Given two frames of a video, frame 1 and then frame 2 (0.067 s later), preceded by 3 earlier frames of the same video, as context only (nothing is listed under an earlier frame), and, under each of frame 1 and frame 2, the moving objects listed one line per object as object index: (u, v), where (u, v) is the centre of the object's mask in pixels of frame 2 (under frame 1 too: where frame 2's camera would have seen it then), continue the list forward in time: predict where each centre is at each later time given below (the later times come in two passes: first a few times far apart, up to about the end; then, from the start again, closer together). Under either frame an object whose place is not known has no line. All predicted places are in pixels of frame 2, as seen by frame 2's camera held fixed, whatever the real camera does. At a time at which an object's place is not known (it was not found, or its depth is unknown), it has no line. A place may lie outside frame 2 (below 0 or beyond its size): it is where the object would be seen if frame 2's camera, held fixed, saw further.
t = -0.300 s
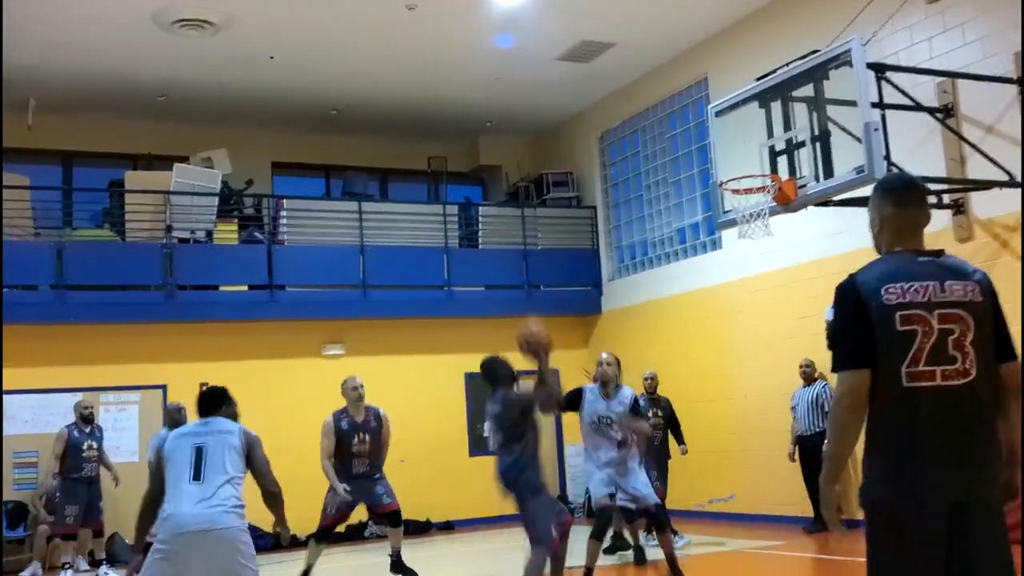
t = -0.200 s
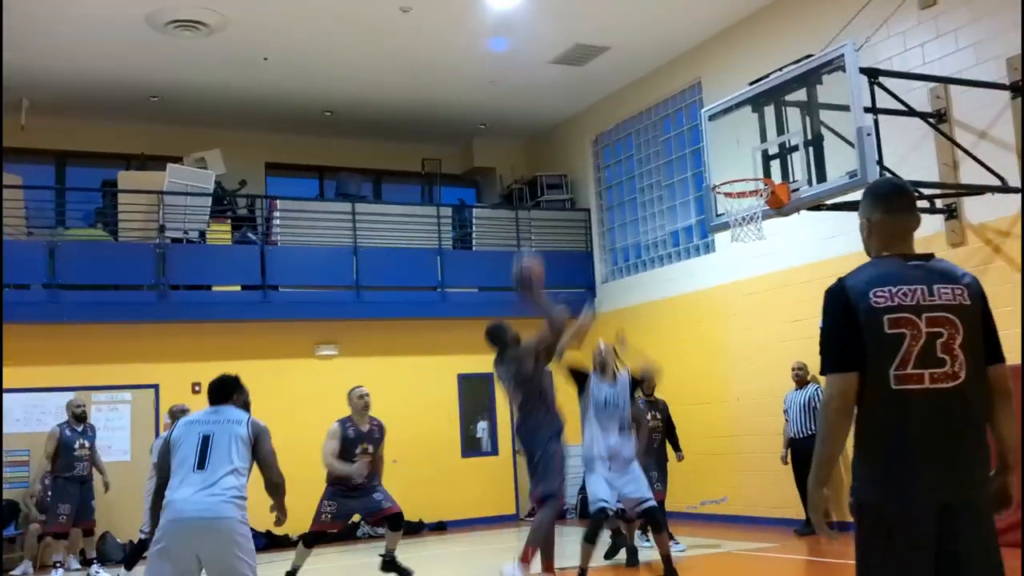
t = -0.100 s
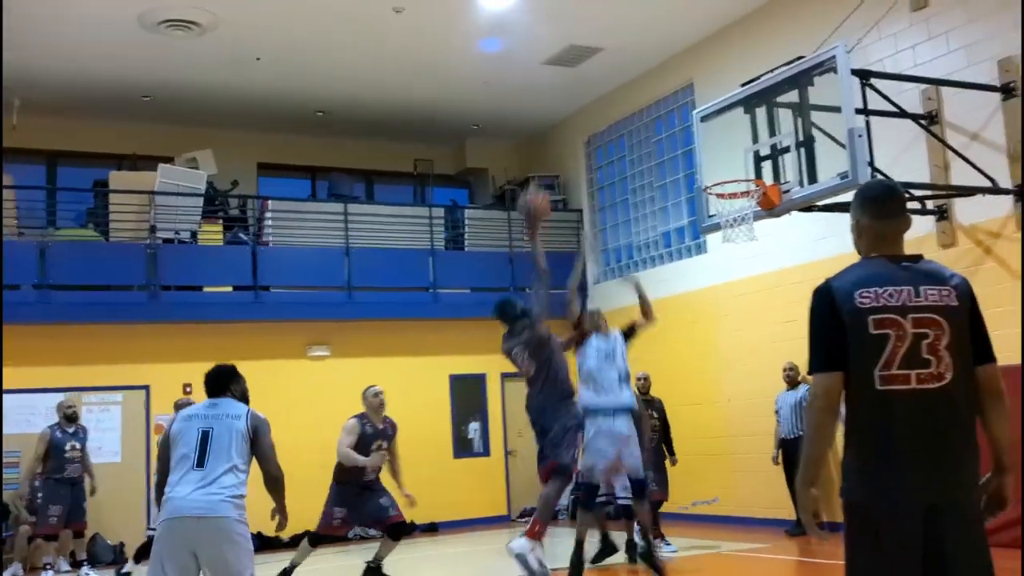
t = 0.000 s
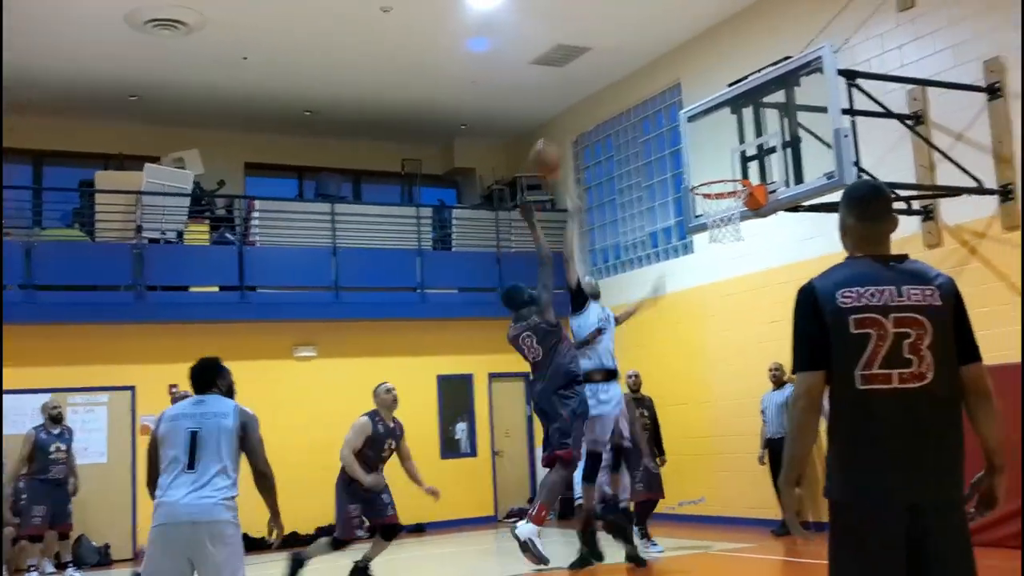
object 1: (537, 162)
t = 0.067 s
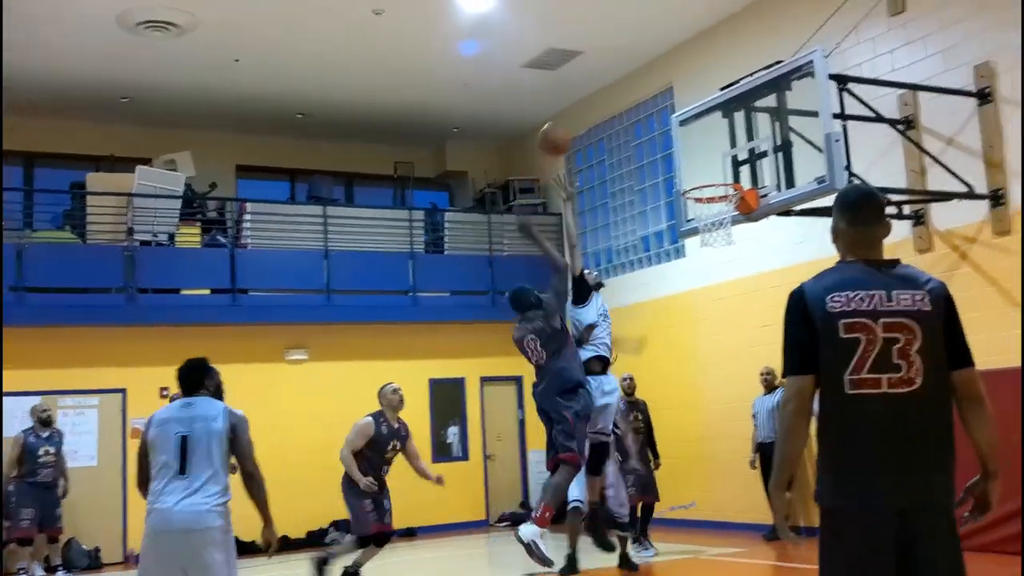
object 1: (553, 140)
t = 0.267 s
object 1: (603, 108)
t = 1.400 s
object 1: (716, 198)
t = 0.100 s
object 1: (561, 133)
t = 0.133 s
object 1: (569, 125)
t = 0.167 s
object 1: (578, 118)
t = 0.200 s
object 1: (586, 114)
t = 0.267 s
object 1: (603, 108)
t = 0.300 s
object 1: (611, 109)
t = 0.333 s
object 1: (619, 110)
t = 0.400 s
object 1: (634, 117)
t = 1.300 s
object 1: (702, 190)
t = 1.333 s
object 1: (706, 192)
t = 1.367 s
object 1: (711, 195)
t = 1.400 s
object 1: (716, 198)
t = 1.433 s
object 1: (720, 201)
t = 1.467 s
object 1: (723, 205)
